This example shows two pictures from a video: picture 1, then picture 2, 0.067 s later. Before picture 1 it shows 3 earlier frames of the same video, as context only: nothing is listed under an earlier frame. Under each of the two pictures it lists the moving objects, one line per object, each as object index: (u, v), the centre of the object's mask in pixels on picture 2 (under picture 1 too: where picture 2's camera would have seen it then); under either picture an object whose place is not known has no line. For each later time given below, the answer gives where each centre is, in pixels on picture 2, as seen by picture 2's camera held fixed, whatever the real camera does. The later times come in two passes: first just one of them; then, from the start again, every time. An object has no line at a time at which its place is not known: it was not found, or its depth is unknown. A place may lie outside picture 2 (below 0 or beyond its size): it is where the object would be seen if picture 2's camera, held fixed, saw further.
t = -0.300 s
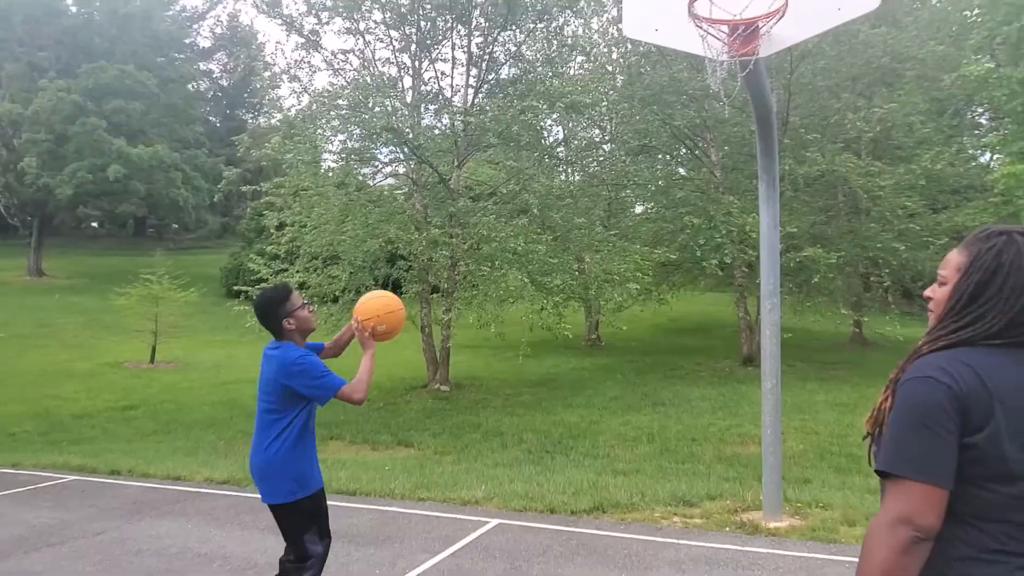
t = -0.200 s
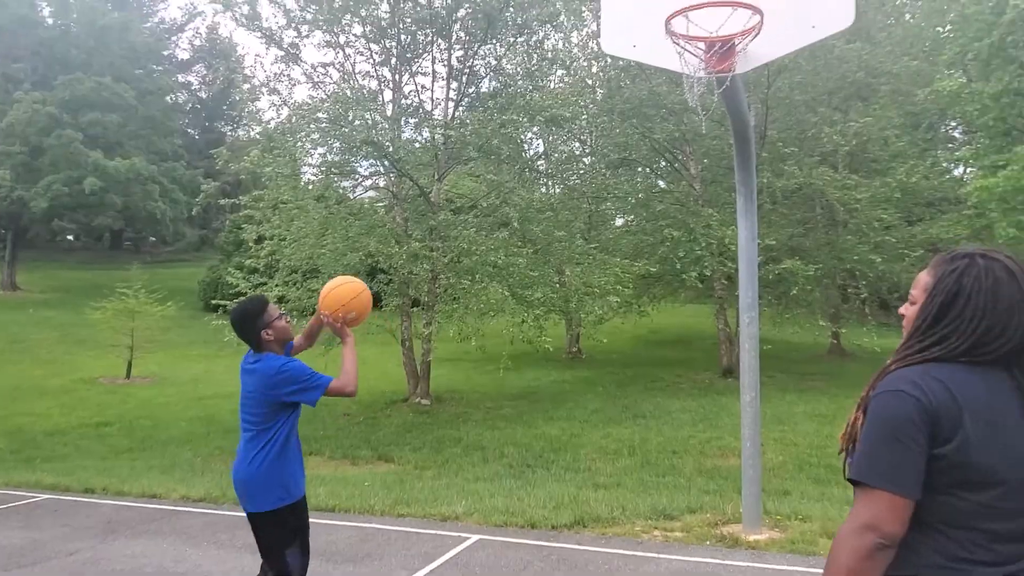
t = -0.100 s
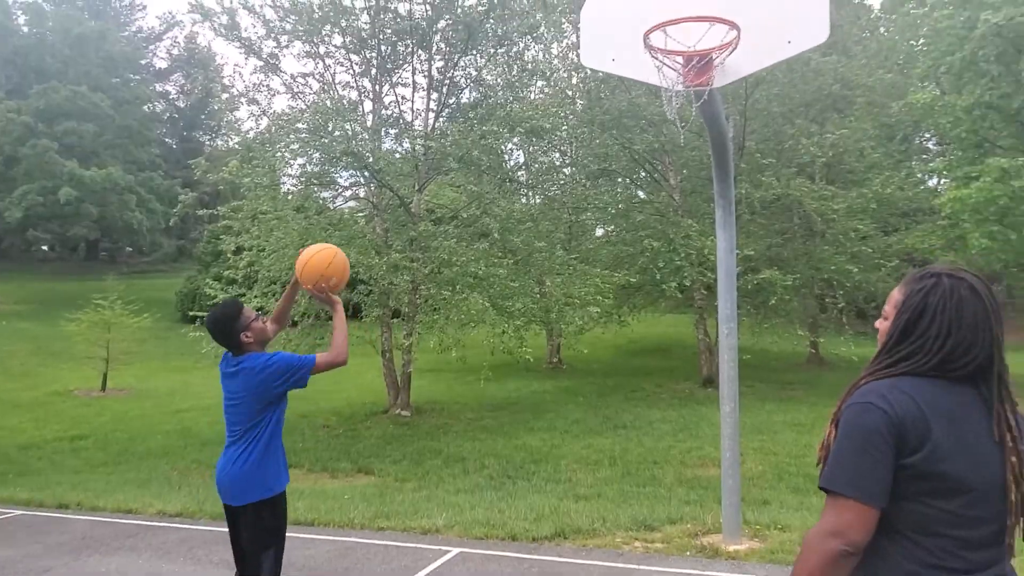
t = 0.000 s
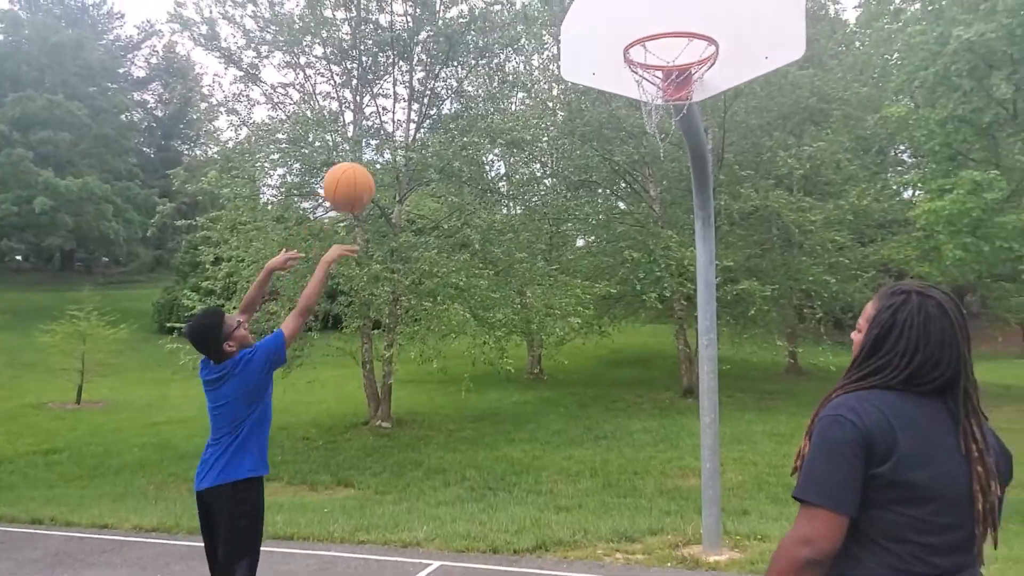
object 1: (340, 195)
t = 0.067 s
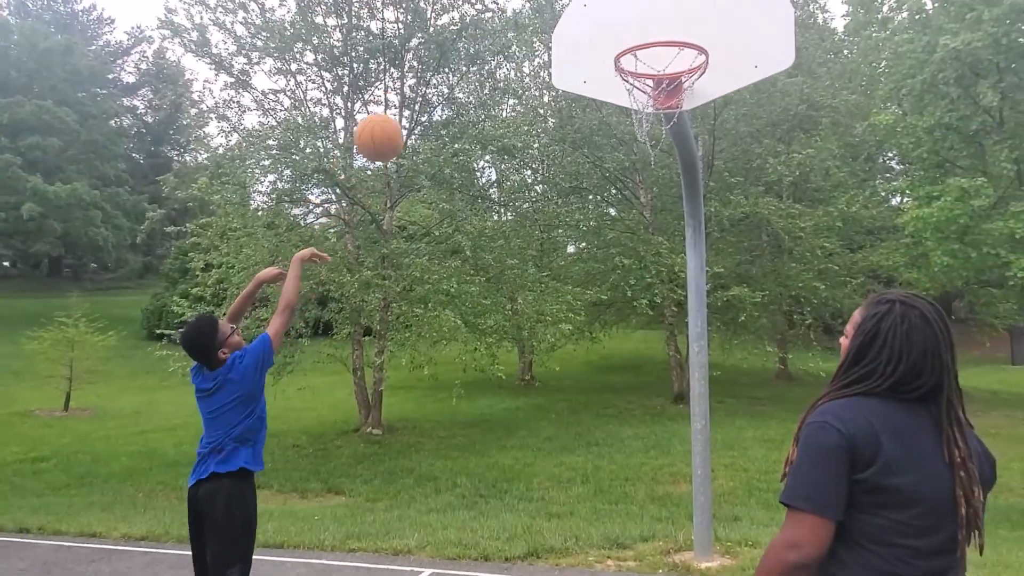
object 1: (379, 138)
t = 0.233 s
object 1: (468, 46)
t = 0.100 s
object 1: (398, 114)
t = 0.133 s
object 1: (416, 93)
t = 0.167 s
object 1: (434, 75)
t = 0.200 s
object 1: (451, 59)
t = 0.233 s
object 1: (468, 46)
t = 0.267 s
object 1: (484, 34)
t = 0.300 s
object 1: (500, 25)
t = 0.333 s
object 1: (515, 18)
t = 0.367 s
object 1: (530, 13)
